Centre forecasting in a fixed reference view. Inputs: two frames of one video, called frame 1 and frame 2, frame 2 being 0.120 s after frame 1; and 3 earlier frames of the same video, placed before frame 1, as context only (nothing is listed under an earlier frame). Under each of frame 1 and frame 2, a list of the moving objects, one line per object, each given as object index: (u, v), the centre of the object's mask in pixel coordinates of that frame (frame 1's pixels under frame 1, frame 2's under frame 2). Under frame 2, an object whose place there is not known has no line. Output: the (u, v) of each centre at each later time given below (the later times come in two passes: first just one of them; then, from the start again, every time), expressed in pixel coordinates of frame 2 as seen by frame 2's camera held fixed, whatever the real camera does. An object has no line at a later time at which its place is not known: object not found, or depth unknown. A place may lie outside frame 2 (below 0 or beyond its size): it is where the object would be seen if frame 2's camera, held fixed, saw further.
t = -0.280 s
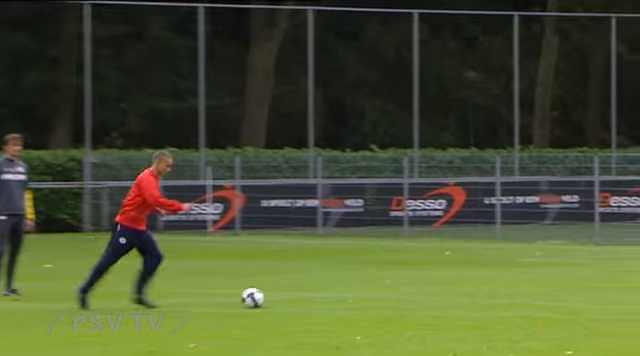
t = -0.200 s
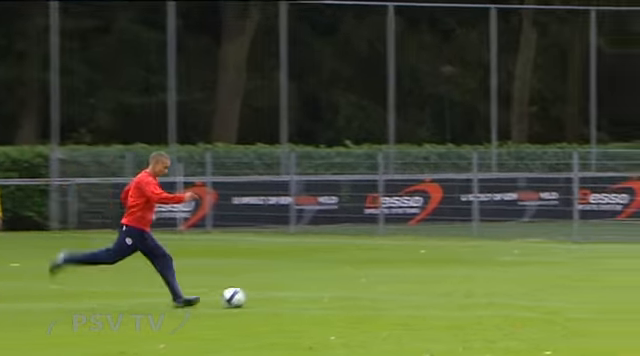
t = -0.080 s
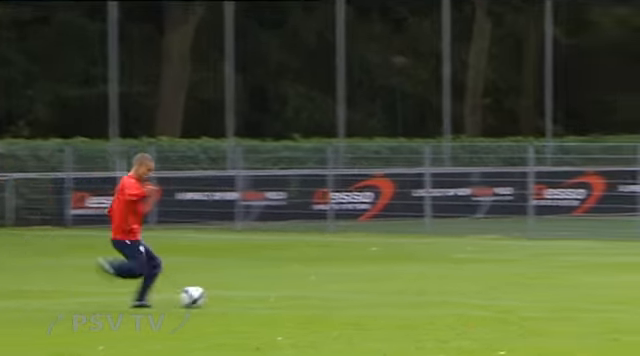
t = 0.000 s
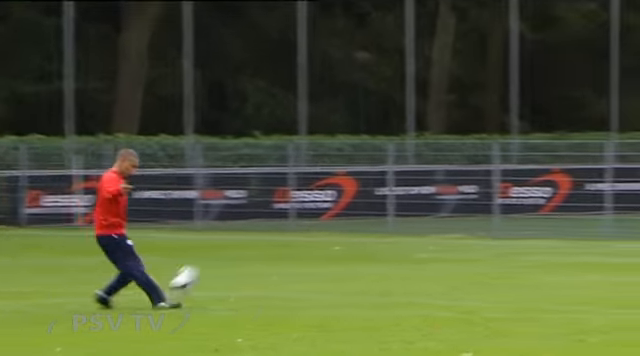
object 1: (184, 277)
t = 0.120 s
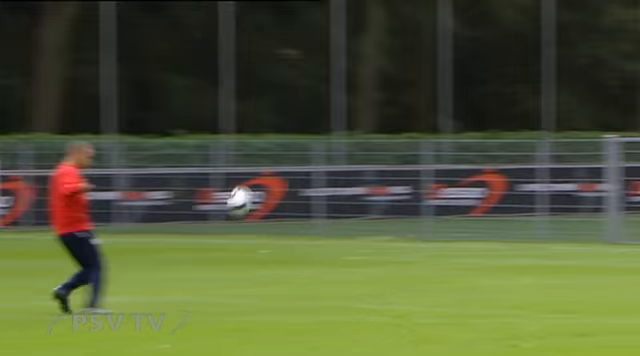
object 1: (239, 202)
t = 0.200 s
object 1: (320, 154)
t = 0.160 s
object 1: (280, 176)
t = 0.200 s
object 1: (320, 154)
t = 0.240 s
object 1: (357, 134)
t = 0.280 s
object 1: (394, 114)
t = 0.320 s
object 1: (429, 98)
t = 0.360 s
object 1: (463, 82)
